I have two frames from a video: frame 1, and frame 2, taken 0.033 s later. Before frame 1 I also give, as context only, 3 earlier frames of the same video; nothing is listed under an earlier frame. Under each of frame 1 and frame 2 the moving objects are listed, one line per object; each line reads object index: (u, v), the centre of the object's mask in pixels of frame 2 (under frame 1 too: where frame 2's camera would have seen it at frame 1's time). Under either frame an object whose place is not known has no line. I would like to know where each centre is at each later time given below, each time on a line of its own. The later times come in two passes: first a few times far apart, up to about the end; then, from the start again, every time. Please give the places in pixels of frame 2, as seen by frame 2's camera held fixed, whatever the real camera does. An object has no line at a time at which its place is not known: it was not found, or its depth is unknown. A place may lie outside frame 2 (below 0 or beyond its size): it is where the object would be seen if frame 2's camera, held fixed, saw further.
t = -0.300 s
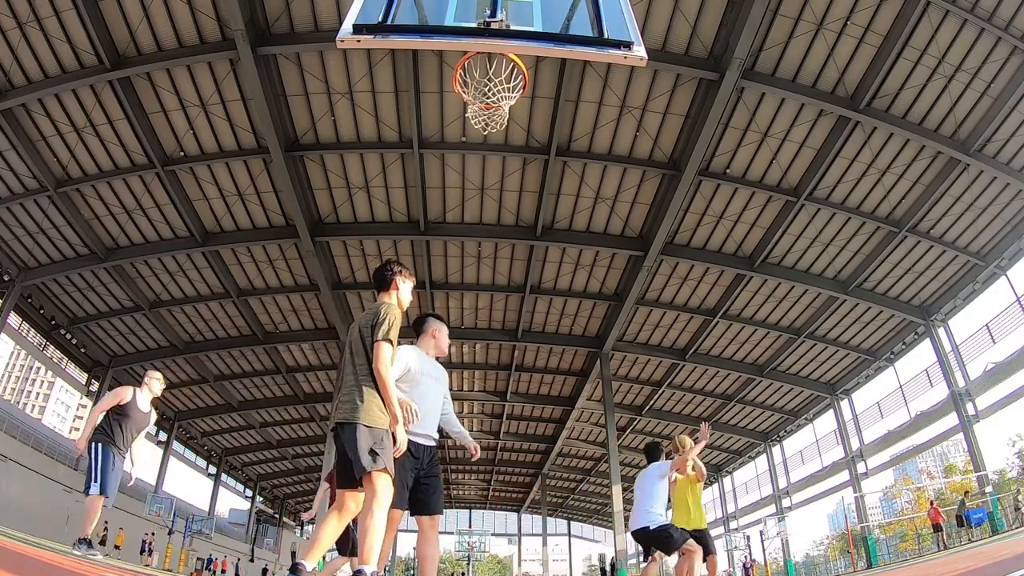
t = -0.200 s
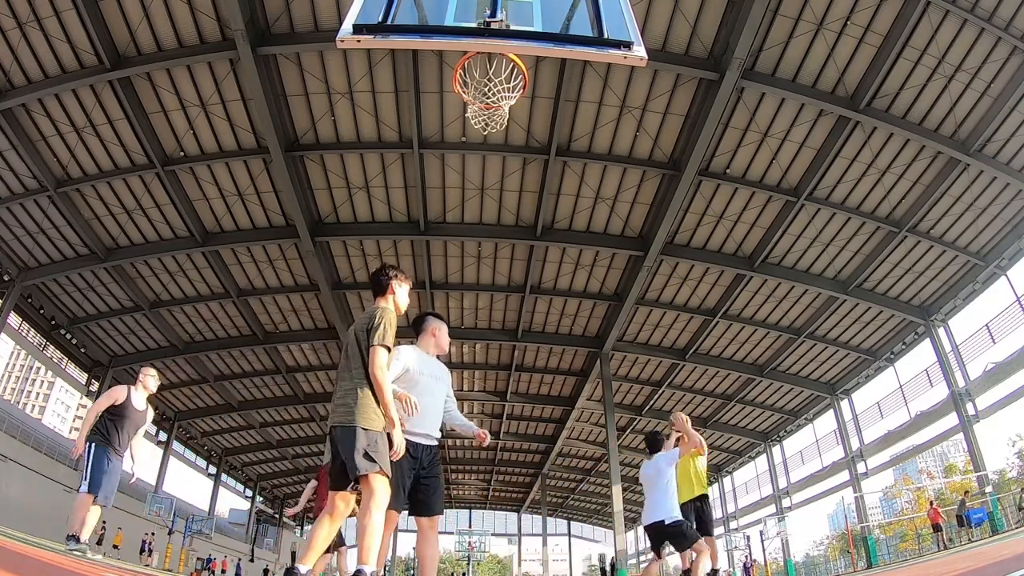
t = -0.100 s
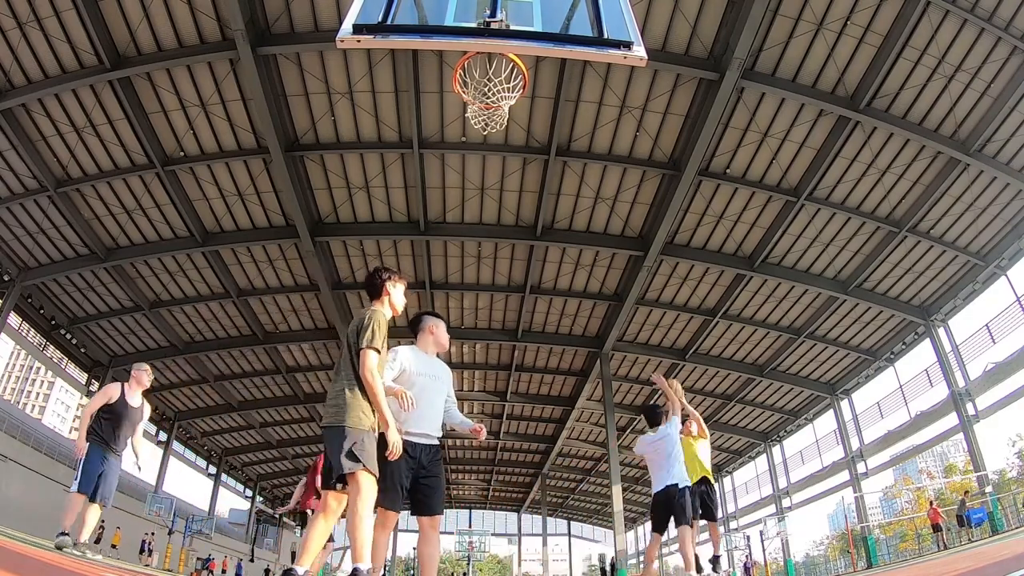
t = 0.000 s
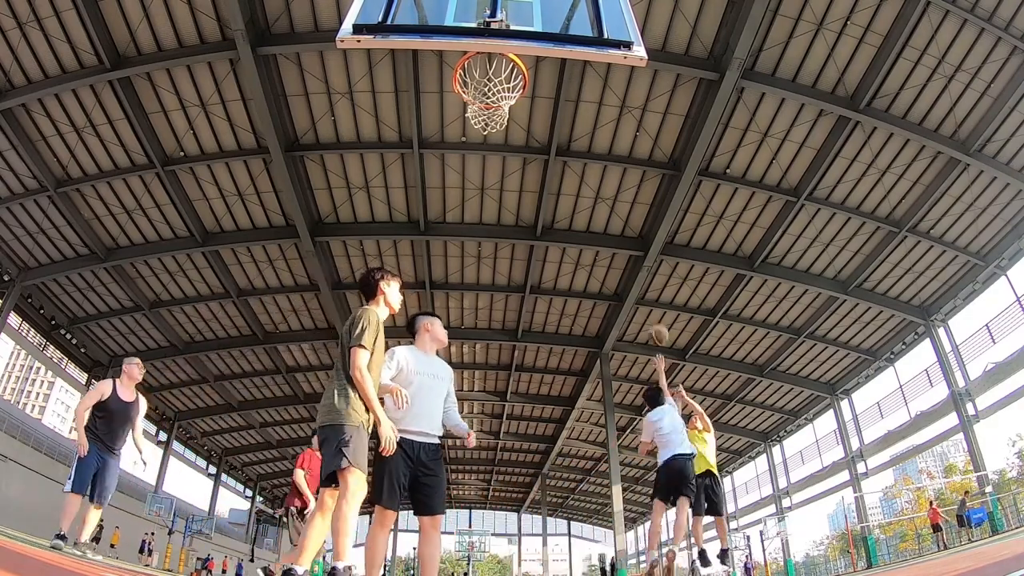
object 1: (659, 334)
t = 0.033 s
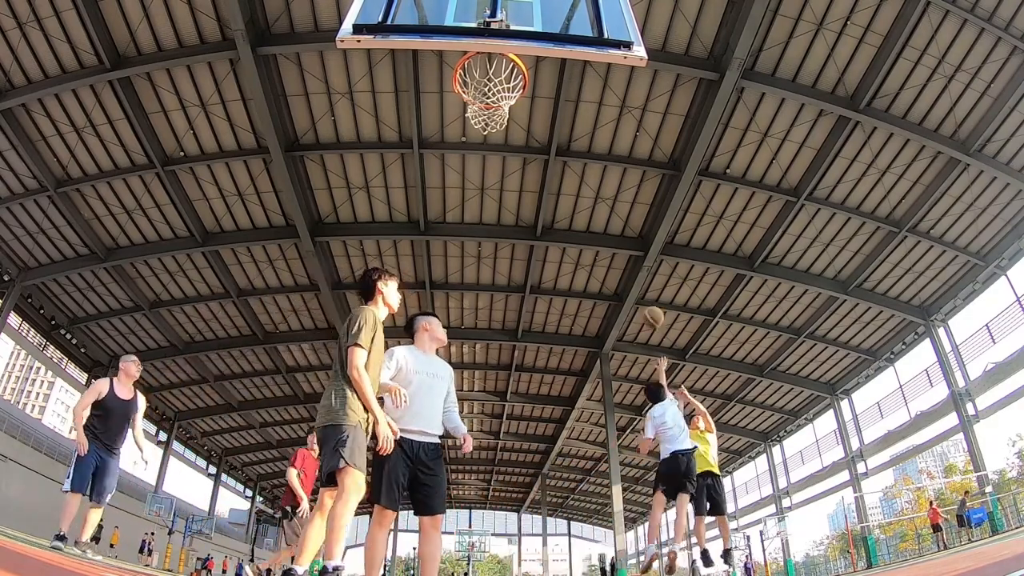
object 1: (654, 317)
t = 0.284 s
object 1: (618, 205)
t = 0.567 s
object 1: (574, 110)
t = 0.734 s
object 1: (545, 68)
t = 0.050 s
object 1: (650, 309)
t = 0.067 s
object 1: (648, 300)
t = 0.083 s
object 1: (646, 293)
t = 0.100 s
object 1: (643, 284)
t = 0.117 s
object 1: (641, 276)
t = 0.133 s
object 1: (639, 269)
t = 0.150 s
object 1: (636, 261)
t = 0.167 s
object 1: (634, 253)
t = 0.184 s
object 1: (631, 246)
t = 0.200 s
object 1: (629, 239)
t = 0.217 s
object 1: (626, 232)
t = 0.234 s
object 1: (626, 225)
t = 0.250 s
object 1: (623, 218)
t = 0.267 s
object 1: (621, 211)
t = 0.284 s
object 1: (618, 205)
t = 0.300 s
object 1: (615, 199)
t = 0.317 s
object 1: (613, 192)
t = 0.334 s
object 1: (610, 186)
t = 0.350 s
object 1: (608, 180)
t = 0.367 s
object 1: (605, 174)
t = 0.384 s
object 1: (602, 168)
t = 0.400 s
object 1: (600, 163)
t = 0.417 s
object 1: (597, 157)
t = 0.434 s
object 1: (595, 152)
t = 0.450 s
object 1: (592, 146)
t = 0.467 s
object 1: (590, 141)
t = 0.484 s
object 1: (587, 135)
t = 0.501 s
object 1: (584, 130)
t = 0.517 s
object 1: (581, 126)
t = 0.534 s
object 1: (580, 120)
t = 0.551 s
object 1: (577, 115)
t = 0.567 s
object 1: (574, 110)
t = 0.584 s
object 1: (570, 106)
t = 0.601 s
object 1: (567, 101)
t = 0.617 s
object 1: (565, 96)
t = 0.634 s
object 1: (563, 92)
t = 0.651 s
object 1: (559, 88)
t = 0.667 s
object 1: (557, 83)
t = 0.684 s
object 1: (554, 79)
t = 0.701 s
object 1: (549, 75)
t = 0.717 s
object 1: (548, 72)
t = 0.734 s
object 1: (545, 68)
